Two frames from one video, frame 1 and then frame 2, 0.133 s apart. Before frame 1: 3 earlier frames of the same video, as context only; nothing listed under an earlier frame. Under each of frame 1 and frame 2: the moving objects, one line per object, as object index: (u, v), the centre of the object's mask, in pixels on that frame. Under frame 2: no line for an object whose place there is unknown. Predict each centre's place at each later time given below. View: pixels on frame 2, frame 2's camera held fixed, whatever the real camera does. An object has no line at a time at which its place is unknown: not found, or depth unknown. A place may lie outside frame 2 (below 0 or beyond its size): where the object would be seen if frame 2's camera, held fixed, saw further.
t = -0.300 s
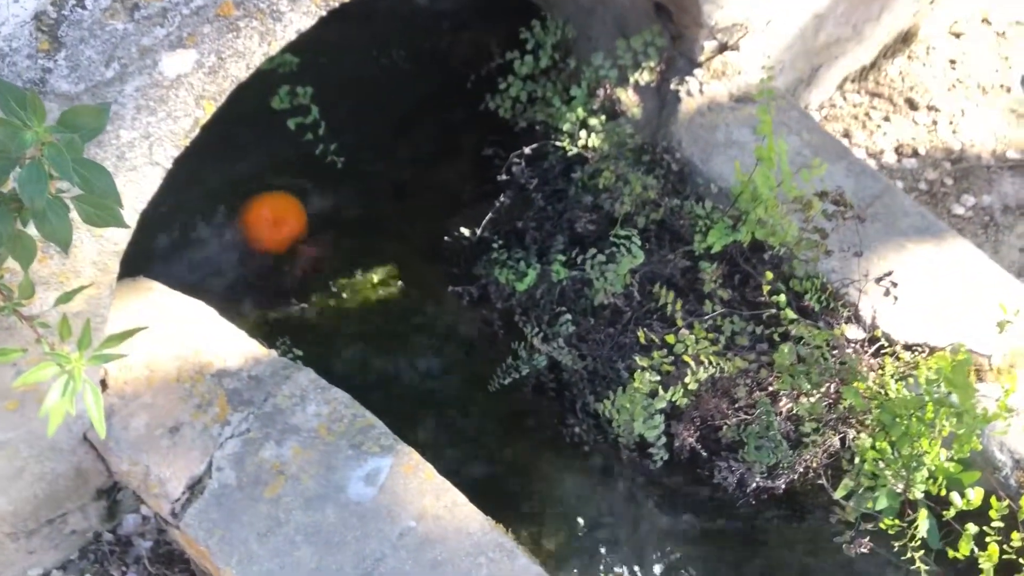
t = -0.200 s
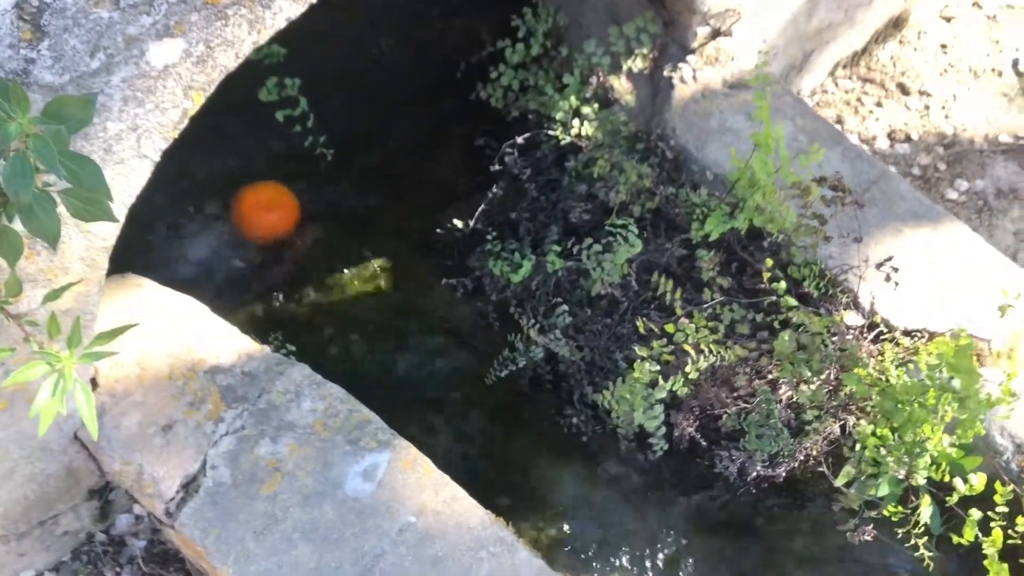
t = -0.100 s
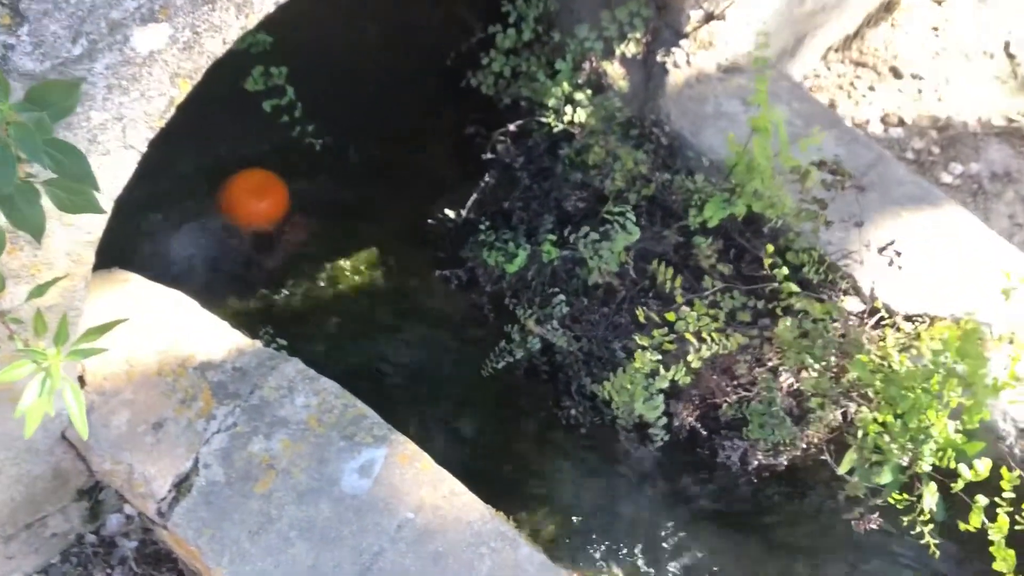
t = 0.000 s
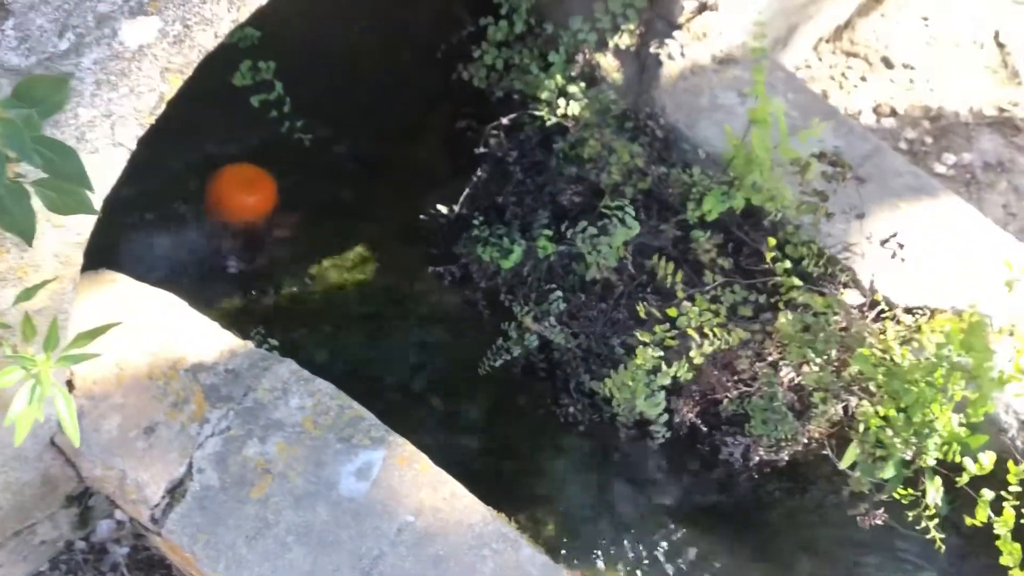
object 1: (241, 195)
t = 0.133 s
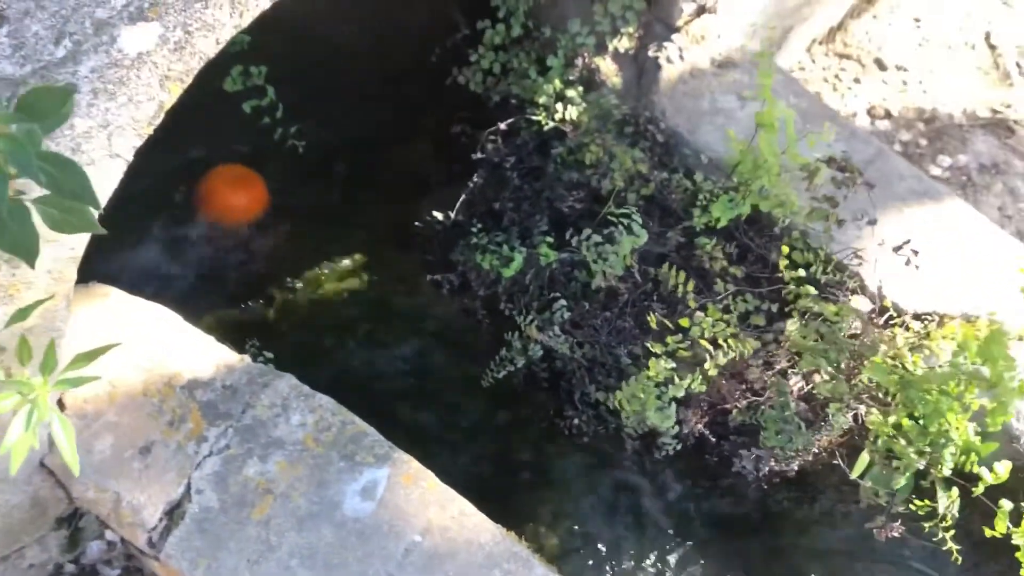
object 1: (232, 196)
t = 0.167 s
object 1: (232, 194)
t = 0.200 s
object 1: (232, 191)
